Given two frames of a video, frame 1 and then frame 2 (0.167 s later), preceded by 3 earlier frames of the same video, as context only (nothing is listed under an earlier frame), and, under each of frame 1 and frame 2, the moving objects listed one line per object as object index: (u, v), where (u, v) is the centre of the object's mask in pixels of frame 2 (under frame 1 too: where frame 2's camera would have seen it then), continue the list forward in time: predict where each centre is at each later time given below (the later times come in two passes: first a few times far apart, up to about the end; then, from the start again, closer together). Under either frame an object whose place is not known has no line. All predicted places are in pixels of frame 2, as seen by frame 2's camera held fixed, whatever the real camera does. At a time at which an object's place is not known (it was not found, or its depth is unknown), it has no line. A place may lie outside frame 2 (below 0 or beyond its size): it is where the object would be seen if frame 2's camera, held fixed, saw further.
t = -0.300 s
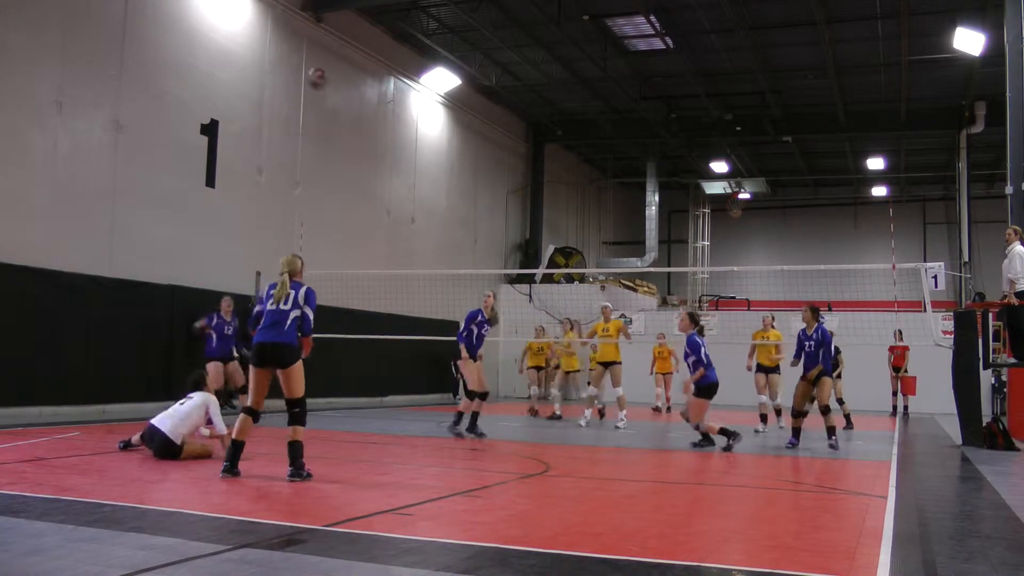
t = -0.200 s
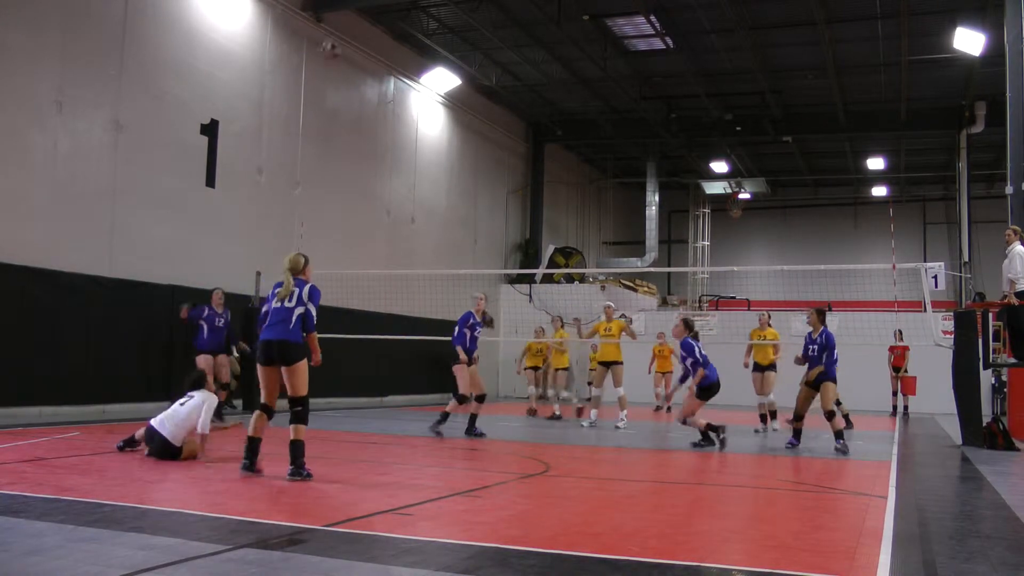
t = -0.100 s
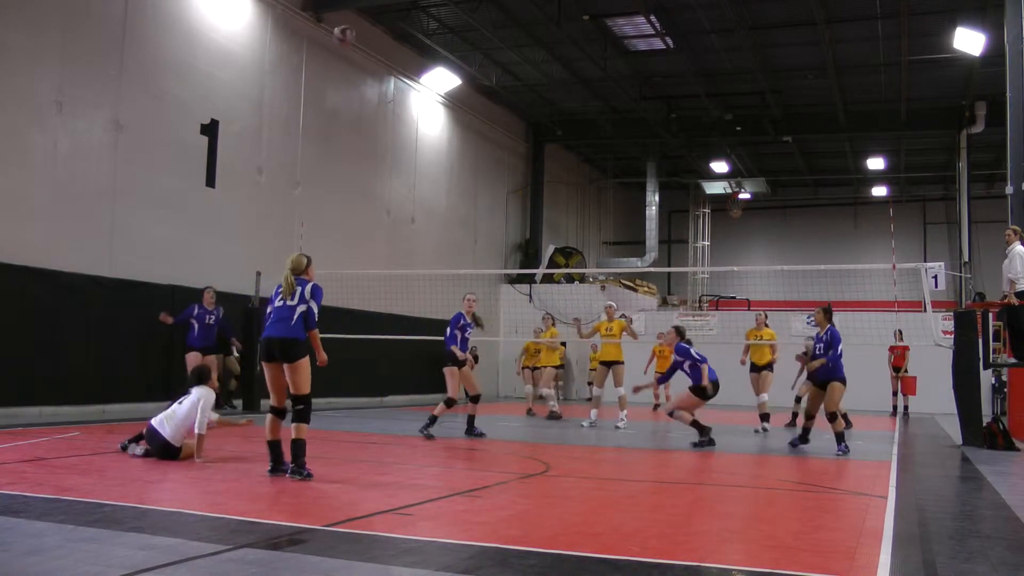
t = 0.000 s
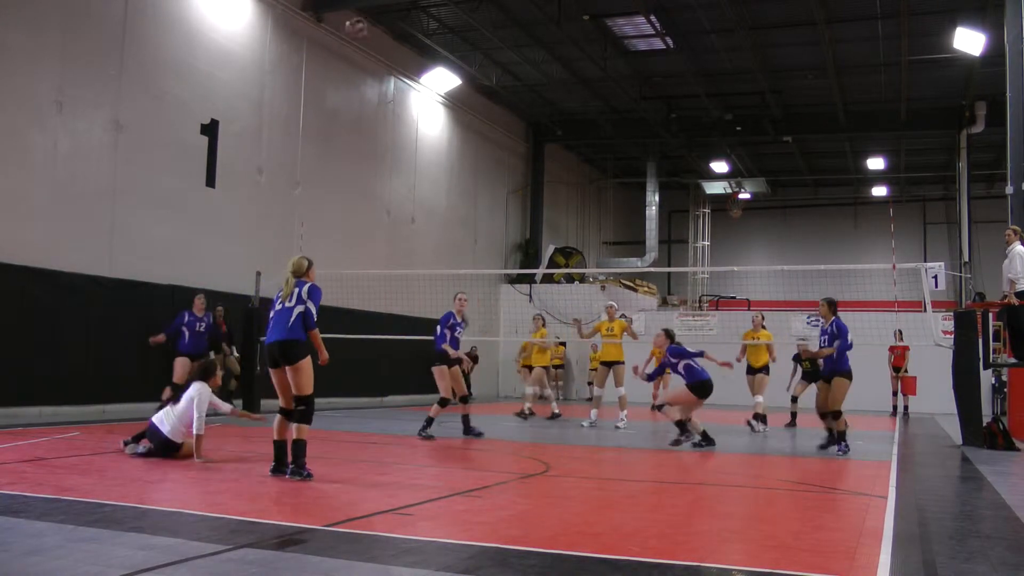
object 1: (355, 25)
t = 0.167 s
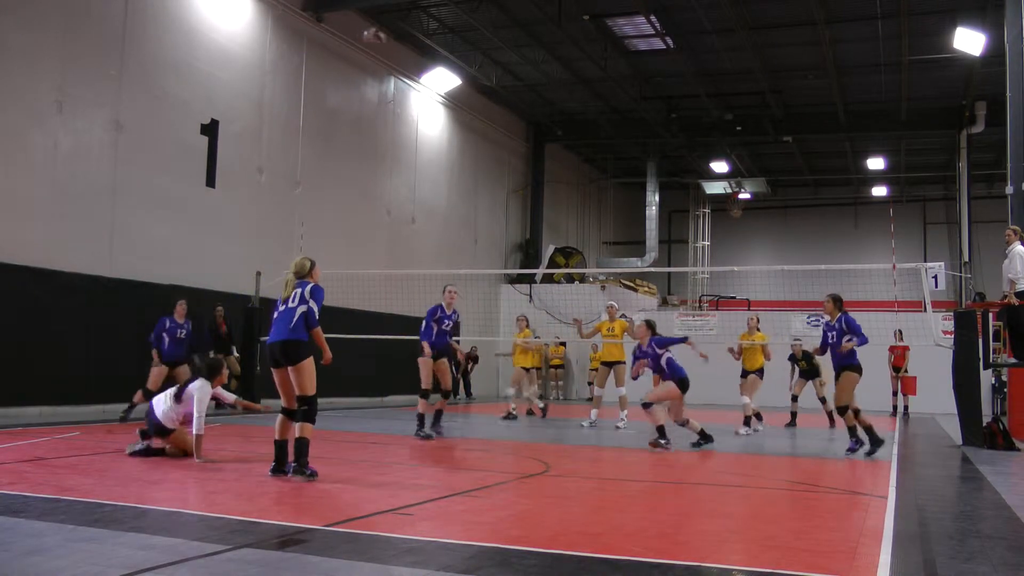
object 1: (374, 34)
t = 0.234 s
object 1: (381, 46)
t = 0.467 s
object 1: (406, 122)
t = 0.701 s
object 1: (428, 252)
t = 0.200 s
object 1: (377, 40)
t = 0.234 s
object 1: (381, 46)
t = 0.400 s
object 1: (399, 96)
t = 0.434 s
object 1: (402, 108)
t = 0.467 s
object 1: (406, 122)
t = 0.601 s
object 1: (418, 190)
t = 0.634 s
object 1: (422, 211)
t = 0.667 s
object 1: (425, 231)
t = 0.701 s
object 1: (428, 252)
